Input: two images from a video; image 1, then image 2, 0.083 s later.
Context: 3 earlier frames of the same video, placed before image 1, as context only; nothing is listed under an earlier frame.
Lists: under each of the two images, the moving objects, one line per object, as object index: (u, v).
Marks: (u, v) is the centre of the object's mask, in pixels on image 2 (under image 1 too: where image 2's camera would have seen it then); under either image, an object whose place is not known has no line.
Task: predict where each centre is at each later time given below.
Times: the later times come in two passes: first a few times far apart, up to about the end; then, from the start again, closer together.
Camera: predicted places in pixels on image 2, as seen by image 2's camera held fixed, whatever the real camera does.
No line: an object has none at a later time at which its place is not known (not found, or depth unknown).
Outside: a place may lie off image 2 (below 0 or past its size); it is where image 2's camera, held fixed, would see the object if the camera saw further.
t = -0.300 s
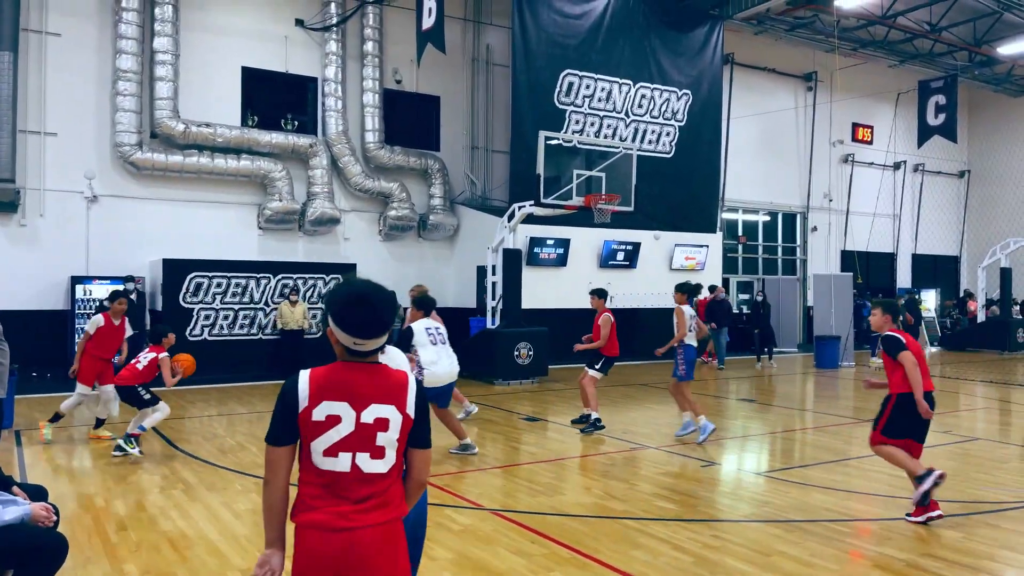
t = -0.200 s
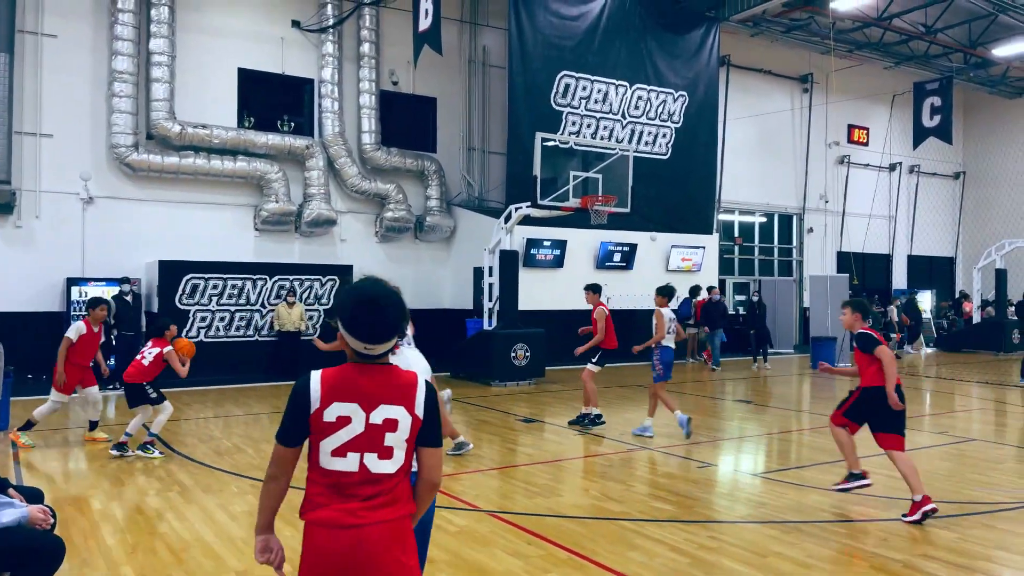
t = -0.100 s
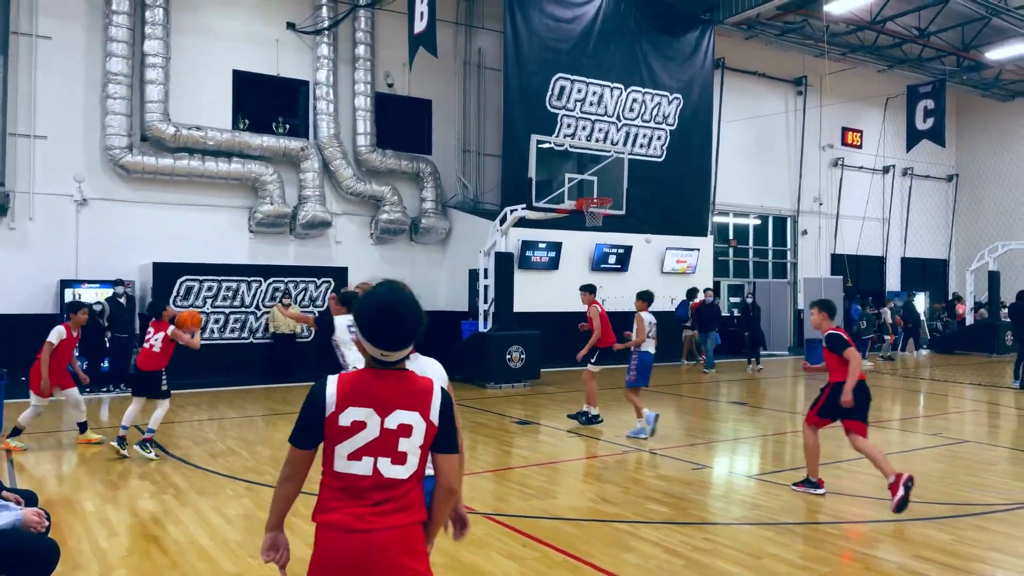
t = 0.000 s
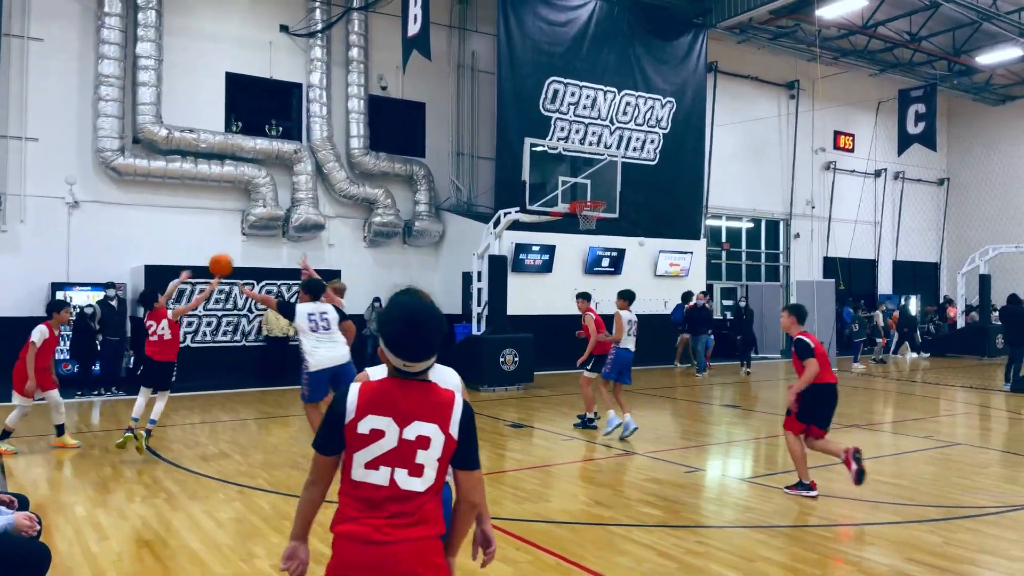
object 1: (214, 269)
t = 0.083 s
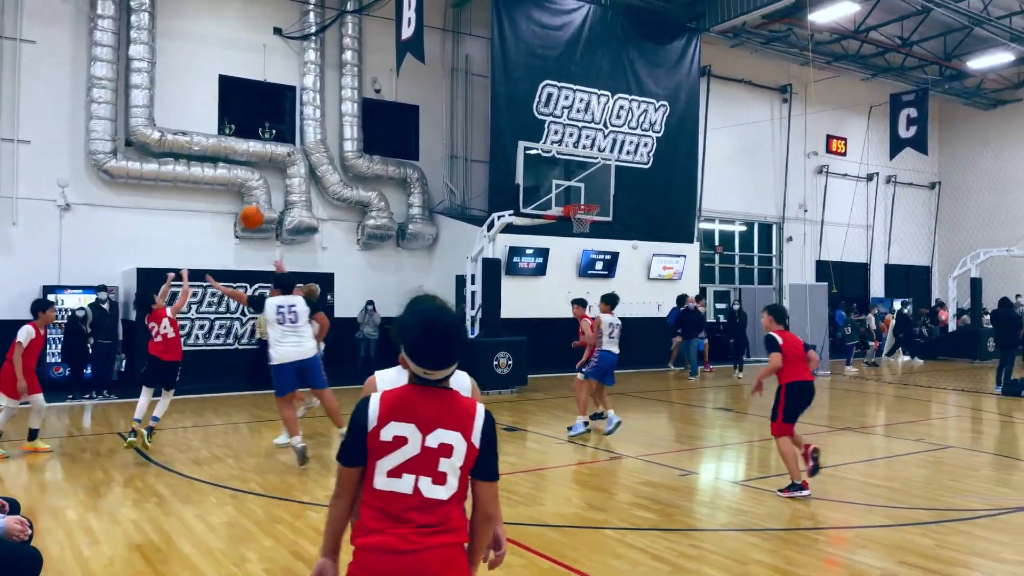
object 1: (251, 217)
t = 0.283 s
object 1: (333, 134)
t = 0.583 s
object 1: (430, 89)
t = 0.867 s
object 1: (504, 110)
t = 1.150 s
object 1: (564, 180)
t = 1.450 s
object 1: (573, 216)
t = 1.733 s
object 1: (580, 233)
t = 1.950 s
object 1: (590, 269)
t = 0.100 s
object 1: (259, 208)
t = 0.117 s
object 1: (266, 200)
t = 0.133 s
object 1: (274, 191)
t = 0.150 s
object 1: (280, 183)
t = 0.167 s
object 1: (287, 176)
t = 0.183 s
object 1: (293, 169)
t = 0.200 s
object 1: (300, 162)
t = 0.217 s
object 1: (307, 156)
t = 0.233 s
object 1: (313, 150)
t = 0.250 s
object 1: (320, 144)
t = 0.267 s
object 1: (326, 139)
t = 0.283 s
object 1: (333, 134)
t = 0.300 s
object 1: (338, 129)
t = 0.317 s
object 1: (344, 125)
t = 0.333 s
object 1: (351, 121)
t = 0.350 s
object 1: (356, 116)
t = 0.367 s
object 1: (362, 113)
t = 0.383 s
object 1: (368, 110)
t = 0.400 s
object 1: (373, 106)
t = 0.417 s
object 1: (379, 104)
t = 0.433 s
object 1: (384, 101)
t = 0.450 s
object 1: (389, 99)
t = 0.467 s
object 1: (395, 97)
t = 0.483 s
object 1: (400, 95)
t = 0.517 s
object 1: (410, 92)
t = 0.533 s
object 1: (415, 90)
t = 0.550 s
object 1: (420, 90)
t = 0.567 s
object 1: (425, 89)
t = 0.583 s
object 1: (430, 89)
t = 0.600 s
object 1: (435, 88)
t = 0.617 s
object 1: (439, 88)
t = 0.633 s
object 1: (444, 88)
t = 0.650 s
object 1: (449, 89)
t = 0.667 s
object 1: (453, 88)
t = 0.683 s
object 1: (458, 89)
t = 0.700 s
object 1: (462, 91)
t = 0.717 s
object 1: (466, 92)
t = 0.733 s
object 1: (471, 93)
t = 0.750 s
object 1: (475, 95)
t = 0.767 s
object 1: (480, 96)
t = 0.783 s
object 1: (483, 98)
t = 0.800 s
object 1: (487, 101)
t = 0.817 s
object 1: (492, 102)
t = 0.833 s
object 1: (496, 105)
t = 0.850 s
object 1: (500, 108)
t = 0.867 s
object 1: (504, 110)
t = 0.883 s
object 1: (507, 113)
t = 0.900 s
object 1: (511, 116)
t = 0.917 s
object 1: (515, 120)
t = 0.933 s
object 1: (519, 123)
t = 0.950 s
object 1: (523, 126)
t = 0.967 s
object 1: (527, 130)
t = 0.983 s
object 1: (530, 134)
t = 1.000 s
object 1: (534, 138)
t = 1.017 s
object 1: (537, 142)
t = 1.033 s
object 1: (540, 146)
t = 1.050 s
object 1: (545, 151)
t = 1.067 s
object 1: (548, 155)
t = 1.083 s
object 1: (551, 161)
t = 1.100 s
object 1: (555, 165)
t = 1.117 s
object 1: (557, 170)
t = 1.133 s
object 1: (561, 175)
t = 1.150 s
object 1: (564, 180)
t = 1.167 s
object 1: (568, 186)
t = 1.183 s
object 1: (570, 191)
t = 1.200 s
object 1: (573, 196)
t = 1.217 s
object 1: (577, 200)
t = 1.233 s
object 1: (579, 202)
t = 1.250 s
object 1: (584, 202)
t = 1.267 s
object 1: (588, 208)
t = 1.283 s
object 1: (590, 209)
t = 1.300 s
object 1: (590, 209)
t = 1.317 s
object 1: (589, 209)
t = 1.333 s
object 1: (587, 210)
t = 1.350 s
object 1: (582, 211)
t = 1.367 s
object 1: (581, 212)
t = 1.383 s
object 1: (580, 213)
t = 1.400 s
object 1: (578, 213)
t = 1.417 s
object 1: (577, 214)
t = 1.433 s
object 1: (575, 215)
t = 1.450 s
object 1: (573, 216)
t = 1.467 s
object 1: (572, 217)
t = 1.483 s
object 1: (572, 217)
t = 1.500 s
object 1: (571, 217)
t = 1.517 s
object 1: (571, 217)
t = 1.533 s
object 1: (571, 219)
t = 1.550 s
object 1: (571, 221)
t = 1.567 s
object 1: (572, 221)
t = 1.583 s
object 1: (572, 222)
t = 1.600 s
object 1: (573, 222)
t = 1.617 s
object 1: (573, 224)
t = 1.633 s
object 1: (575, 225)
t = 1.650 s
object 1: (576, 226)
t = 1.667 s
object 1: (576, 226)
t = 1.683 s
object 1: (577, 227)
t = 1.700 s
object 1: (578, 227)
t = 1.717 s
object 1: (579, 231)
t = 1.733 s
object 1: (580, 233)
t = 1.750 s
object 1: (581, 234)
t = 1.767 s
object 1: (582, 236)
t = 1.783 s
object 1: (582, 238)
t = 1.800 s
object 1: (583, 241)
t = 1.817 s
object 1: (584, 243)
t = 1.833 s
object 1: (585, 246)
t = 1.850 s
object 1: (586, 249)
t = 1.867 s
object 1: (586, 251)
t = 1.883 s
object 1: (587, 255)
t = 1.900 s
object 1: (588, 258)
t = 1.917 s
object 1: (589, 261)
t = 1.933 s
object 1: (590, 265)
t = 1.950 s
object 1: (590, 269)
